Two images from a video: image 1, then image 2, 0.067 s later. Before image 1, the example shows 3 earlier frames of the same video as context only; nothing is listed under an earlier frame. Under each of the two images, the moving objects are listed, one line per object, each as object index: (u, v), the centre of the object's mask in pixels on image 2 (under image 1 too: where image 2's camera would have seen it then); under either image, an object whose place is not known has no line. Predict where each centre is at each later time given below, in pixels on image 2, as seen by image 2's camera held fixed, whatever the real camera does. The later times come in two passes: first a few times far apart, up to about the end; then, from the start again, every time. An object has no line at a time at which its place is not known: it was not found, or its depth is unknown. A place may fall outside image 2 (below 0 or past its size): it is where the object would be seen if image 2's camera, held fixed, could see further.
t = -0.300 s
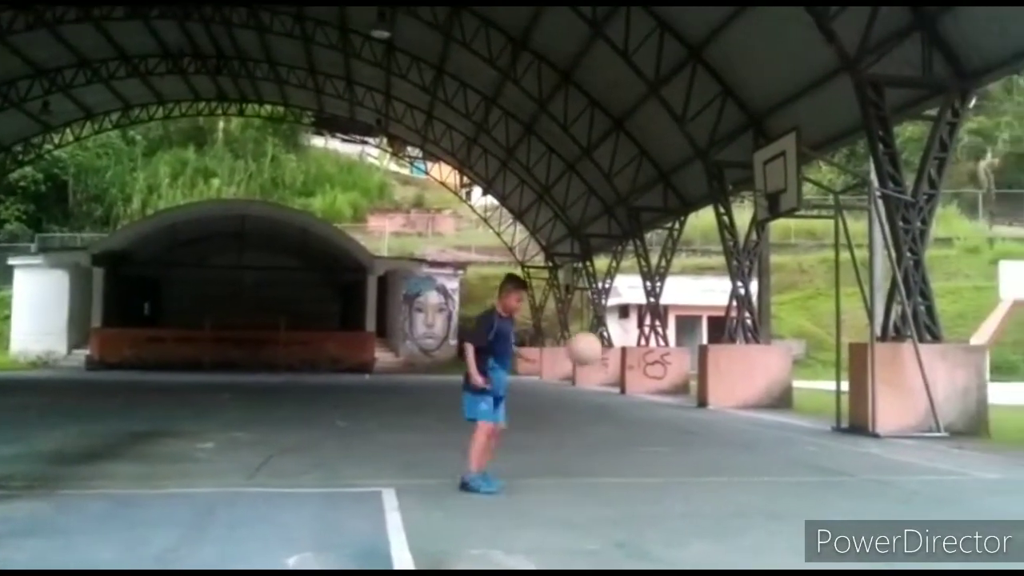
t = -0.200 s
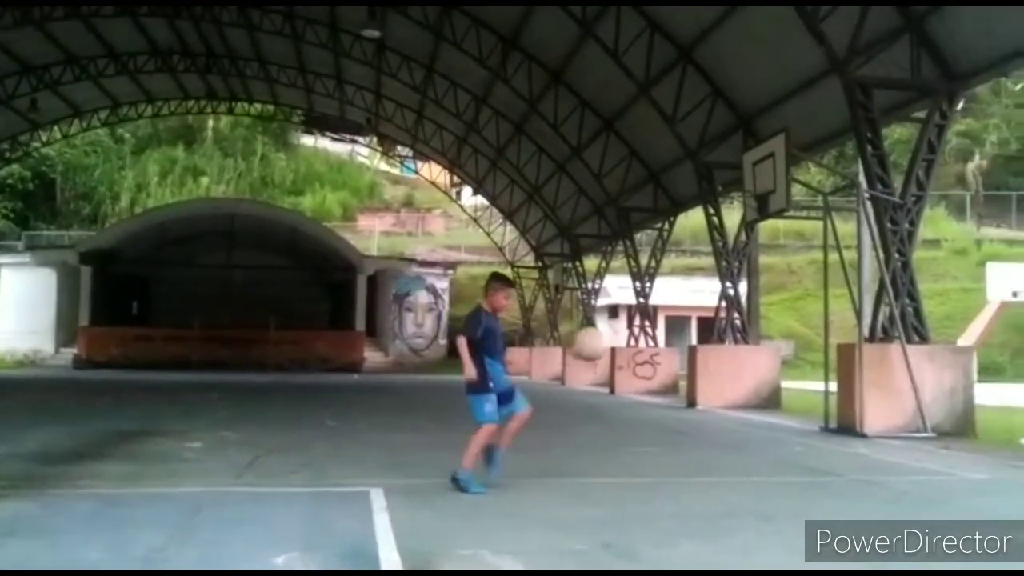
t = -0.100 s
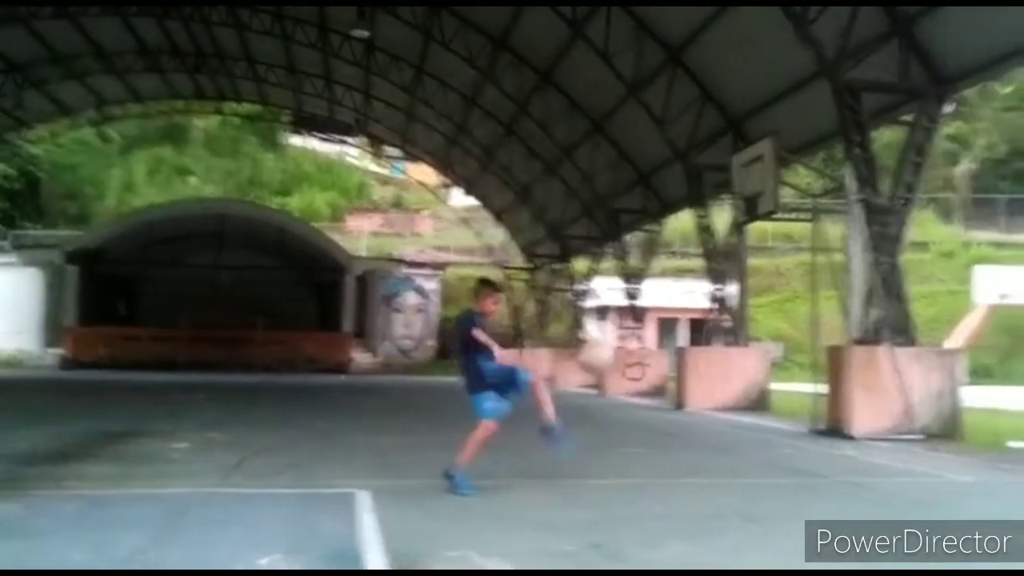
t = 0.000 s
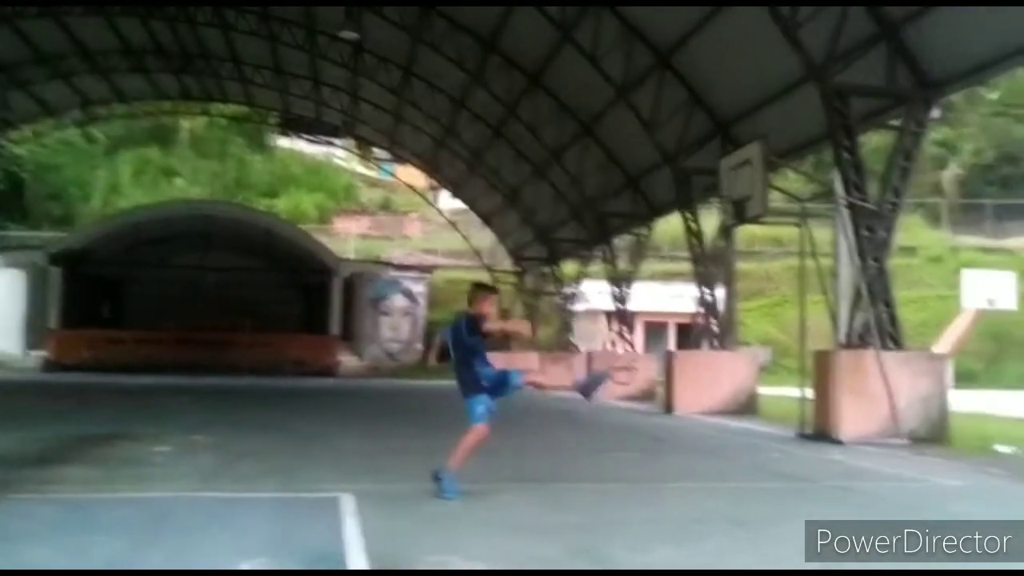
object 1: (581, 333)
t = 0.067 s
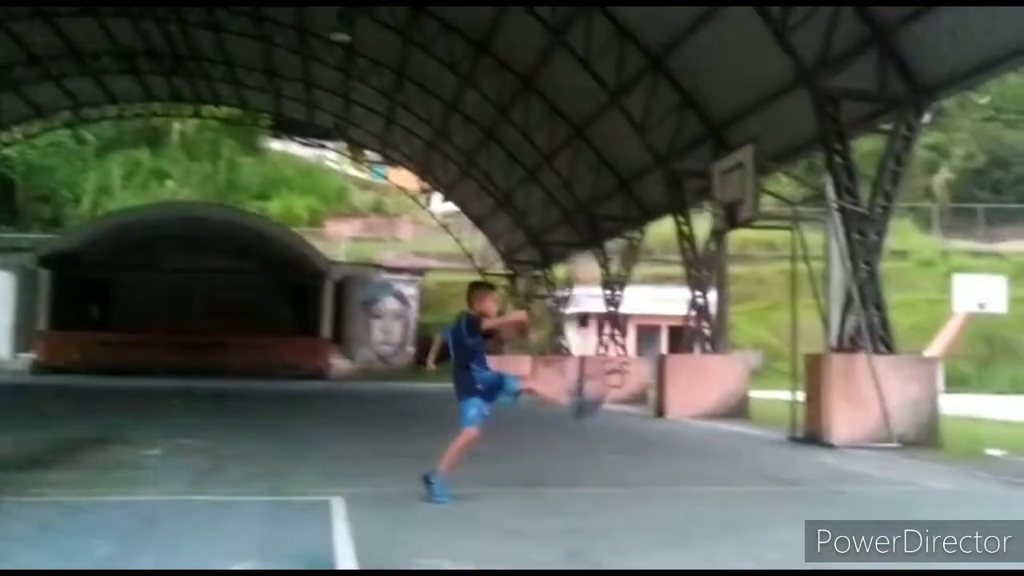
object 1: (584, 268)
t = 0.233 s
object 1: (583, 149)
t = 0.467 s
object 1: (578, 58)
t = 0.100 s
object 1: (584, 244)
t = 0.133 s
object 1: (583, 217)
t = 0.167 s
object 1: (583, 193)
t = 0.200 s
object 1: (584, 170)
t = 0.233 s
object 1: (583, 149)
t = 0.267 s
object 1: (582, 130)
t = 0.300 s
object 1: (581, 114)
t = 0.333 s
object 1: (581, 99)
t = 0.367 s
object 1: (580, 87)
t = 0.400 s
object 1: (579, 74)
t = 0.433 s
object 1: (579, 66)
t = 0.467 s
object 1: (578, 58)
